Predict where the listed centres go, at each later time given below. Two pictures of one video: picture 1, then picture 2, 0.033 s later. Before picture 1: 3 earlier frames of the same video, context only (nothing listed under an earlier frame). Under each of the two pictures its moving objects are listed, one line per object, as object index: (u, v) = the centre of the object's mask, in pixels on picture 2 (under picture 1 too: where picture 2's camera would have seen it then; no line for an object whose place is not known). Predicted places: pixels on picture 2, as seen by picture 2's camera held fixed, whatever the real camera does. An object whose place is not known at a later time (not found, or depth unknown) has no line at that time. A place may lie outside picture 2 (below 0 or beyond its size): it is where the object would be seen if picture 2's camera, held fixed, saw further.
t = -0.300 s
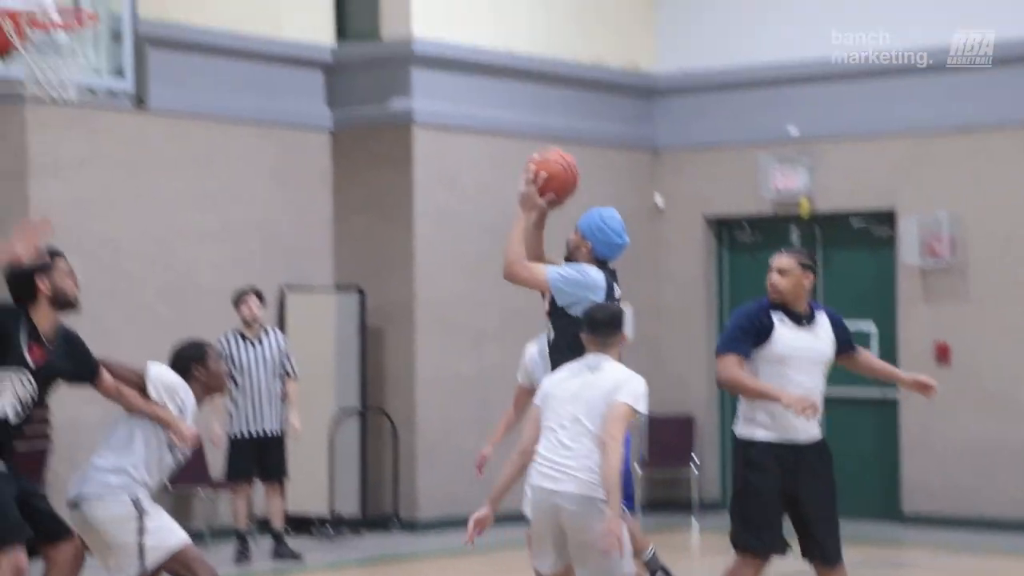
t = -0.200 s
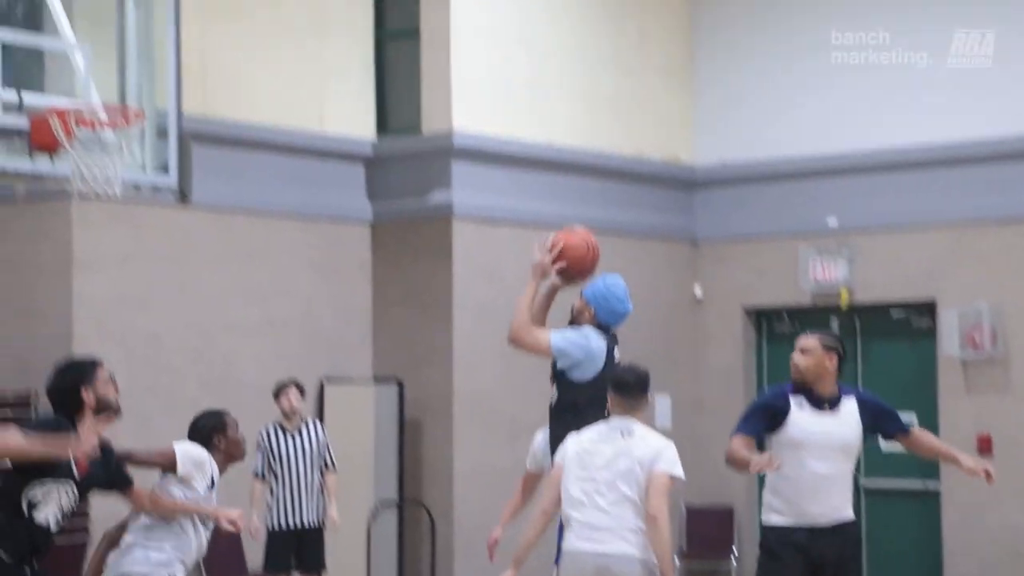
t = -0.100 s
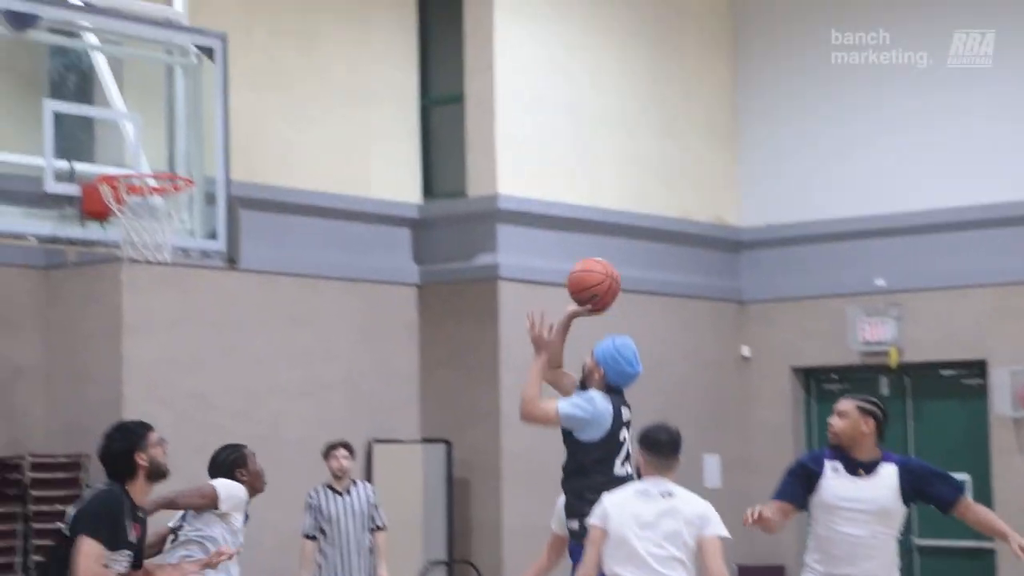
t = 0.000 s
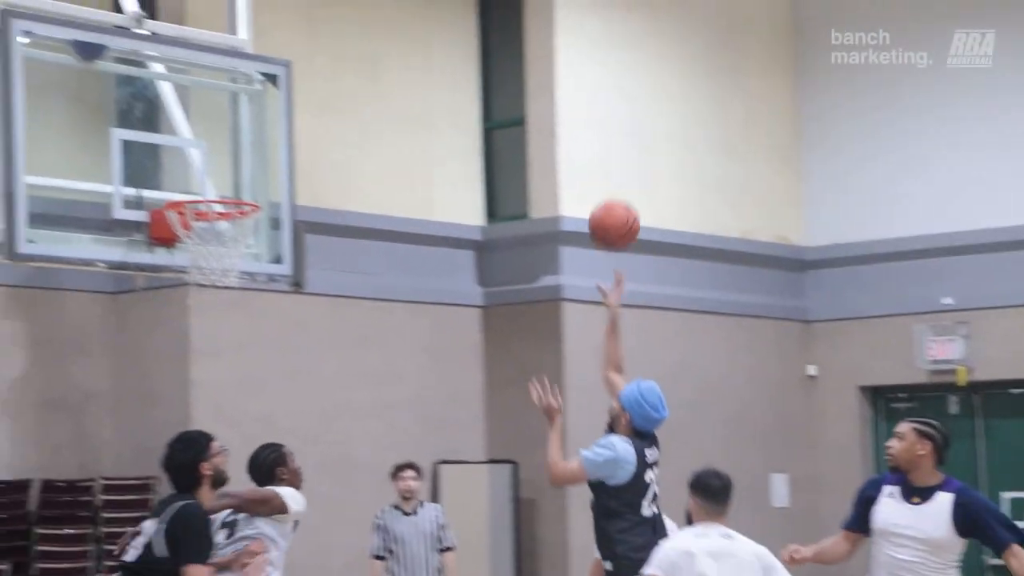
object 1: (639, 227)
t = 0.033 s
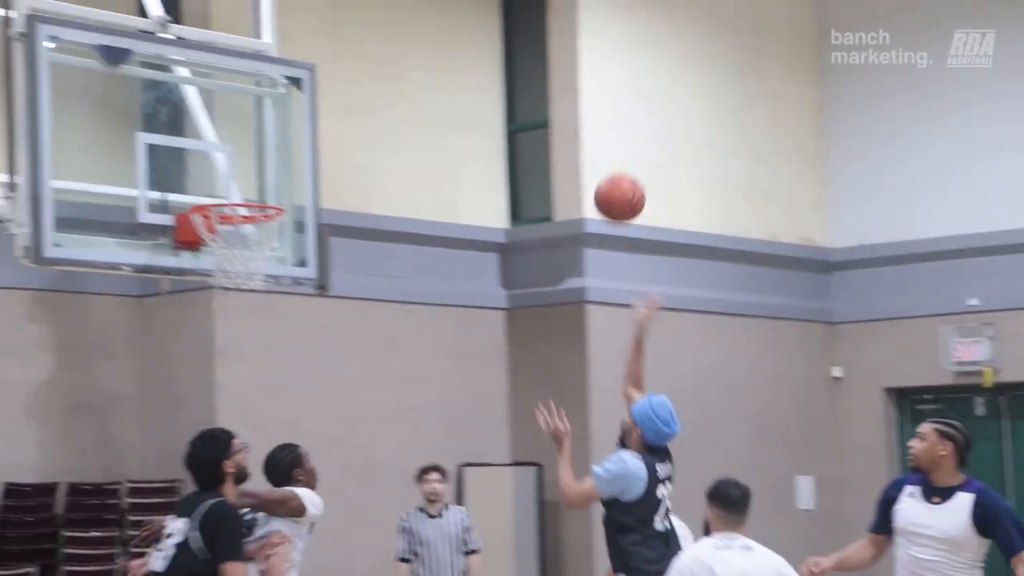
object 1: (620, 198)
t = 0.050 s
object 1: (610, 184)
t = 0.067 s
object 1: (601, 172)
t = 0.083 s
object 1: (591, 161)
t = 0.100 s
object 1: (582, 149)
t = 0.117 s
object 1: (573, 139)
